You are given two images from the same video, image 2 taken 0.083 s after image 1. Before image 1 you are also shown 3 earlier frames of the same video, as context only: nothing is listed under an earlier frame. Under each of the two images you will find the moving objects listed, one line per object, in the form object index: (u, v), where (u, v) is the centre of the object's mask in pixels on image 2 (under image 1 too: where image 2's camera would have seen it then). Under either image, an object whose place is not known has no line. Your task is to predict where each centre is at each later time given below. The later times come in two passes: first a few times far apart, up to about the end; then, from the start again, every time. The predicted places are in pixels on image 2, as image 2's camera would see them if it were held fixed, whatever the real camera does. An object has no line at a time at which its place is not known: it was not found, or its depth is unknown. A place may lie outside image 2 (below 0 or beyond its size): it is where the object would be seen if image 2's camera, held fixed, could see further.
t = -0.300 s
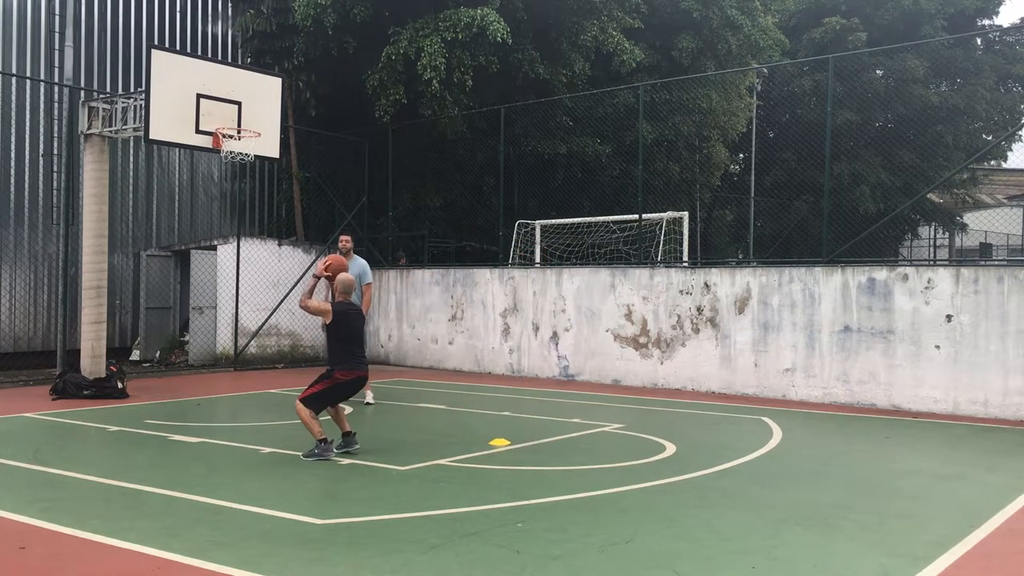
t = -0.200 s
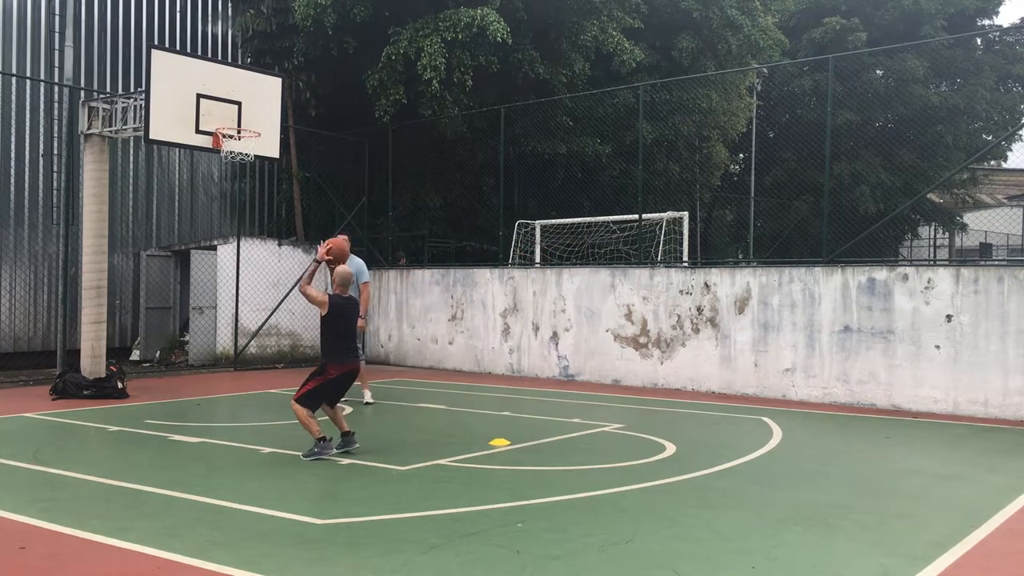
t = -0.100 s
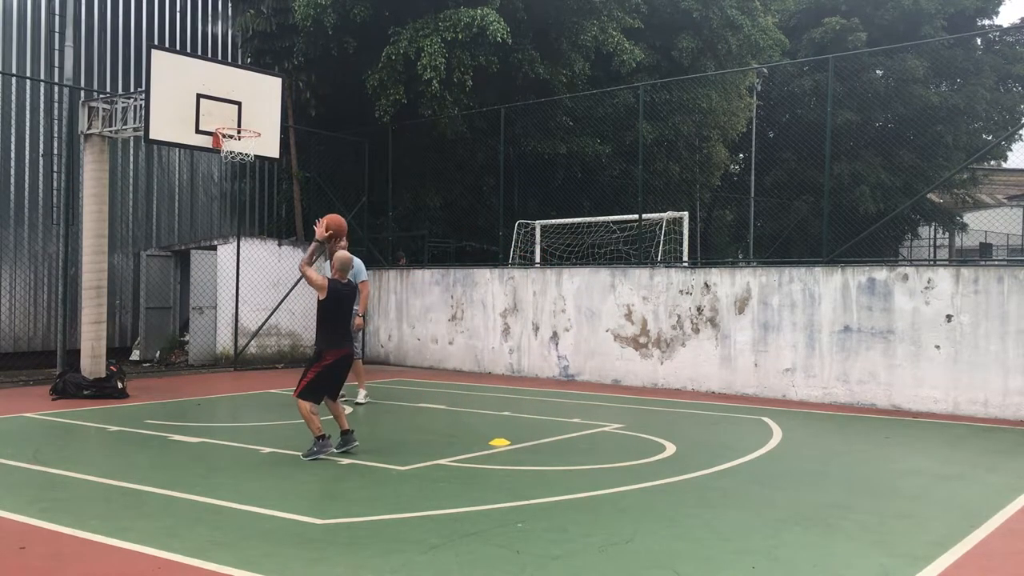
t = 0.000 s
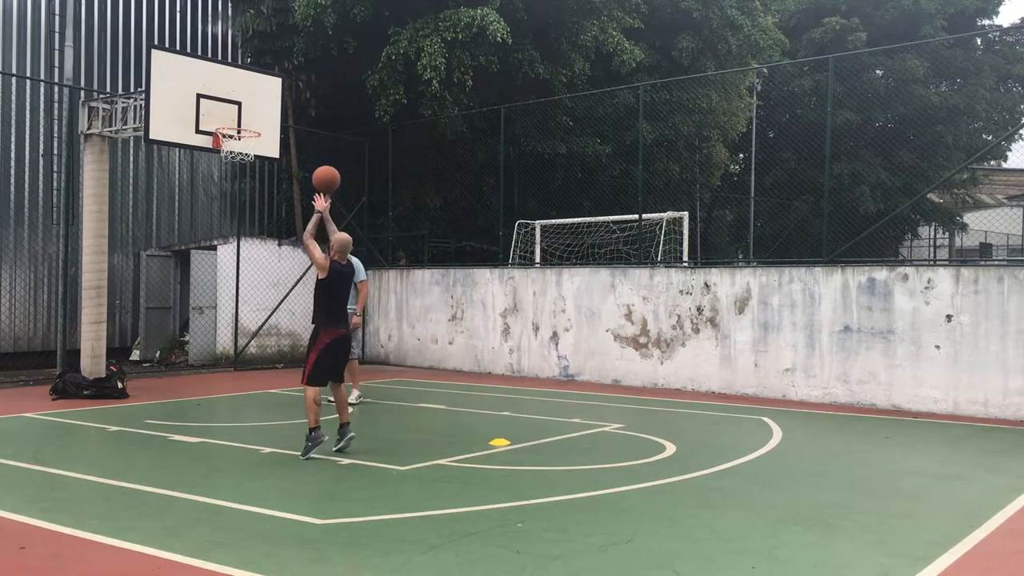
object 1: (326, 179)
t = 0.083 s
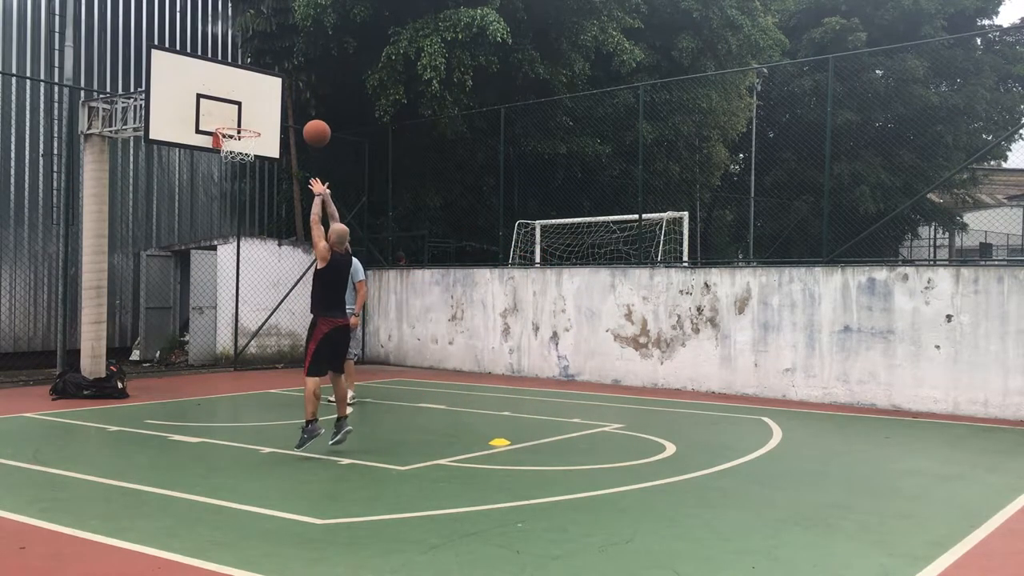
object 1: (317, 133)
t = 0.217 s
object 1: (302, 79)
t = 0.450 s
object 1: (278, 37)
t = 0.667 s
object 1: (259, 47)
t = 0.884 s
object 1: (241, 99)
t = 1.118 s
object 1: (230, 133)
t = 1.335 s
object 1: (255, 166)
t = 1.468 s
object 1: (271, 205)
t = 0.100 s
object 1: (315, 125)
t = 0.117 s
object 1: (313, 117)
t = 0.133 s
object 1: (311, 110)
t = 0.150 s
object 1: (309, 103)
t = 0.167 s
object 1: (307, 97)
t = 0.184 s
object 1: (305, 90)
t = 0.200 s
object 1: (304, 84)
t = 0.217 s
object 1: (302, 79)
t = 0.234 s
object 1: (300, 74)
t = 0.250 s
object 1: (298, 69)
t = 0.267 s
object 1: (296, 65)
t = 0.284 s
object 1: (295, 61)
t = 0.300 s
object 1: (293, 57)
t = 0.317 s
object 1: (291, 53)
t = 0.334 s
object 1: (290, 50)
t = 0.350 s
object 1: (288, 47)
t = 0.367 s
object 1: (286, 45)
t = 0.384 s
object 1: (285, 43)
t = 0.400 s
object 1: (283, 41)
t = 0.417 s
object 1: (281, 39)
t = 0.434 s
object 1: (280, 38)
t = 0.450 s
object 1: (278, 37)
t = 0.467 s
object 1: (277, 36)
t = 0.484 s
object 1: (275, 36)
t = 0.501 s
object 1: (274, 36)
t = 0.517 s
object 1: (272, 36)
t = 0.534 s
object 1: (271, 36)
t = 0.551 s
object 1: (269, 36)
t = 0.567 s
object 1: (268, 37)
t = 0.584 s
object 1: (266, 38)
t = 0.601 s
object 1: (265, 40)
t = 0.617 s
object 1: (263, 41)
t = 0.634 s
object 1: (262, 43)
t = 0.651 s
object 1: (260, 45)
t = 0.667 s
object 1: (259, 47)
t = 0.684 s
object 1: (257, 50)
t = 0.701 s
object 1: (256, 53)
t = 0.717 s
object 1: (255, 56)
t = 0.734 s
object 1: (253, 59)
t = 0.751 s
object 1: (251, 62)
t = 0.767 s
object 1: (250, 66)
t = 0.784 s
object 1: (249, 70)
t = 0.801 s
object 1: (248, 75)
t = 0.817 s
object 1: (246, 79)
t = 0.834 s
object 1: (245, 83)
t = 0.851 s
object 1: (243, 88)
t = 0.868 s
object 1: (242, 93)
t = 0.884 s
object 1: (241, 99)
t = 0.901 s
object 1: (239, 104)
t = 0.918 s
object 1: (238, 110)
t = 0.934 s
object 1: (237, 116)
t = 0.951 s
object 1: (236, 120)
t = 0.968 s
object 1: (235, 125)
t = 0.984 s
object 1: (236, 126)
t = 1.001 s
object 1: (238, 127)
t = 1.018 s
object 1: (241, 130)
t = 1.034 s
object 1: (244, 131)
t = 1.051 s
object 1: (244, 131)
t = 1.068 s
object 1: (240, 128)
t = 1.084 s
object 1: (237, 131)
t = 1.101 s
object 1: (234, 128)
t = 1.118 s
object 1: (230, 133)
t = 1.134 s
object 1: (228, 133)
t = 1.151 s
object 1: (228, 135)
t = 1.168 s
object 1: (231, 137)
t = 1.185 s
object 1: (234, 139)
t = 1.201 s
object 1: (237, 143)
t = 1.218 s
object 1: (239, 145)
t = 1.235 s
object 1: (242, 147)
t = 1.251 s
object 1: (244, 149)
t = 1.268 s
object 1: (247, 152)
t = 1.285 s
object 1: (248, 155)
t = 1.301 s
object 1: (250, 160)
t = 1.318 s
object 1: (252, 162)
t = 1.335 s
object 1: (255, 166)
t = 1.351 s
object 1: (257, 170)
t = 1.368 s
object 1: (259, 175)
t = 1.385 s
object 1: (261, 179)
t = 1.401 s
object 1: (263, 184)
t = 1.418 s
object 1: (265, 189)
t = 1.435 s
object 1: (267, 194)
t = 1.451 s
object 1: (269, 199)
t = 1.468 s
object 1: (271, 205)
